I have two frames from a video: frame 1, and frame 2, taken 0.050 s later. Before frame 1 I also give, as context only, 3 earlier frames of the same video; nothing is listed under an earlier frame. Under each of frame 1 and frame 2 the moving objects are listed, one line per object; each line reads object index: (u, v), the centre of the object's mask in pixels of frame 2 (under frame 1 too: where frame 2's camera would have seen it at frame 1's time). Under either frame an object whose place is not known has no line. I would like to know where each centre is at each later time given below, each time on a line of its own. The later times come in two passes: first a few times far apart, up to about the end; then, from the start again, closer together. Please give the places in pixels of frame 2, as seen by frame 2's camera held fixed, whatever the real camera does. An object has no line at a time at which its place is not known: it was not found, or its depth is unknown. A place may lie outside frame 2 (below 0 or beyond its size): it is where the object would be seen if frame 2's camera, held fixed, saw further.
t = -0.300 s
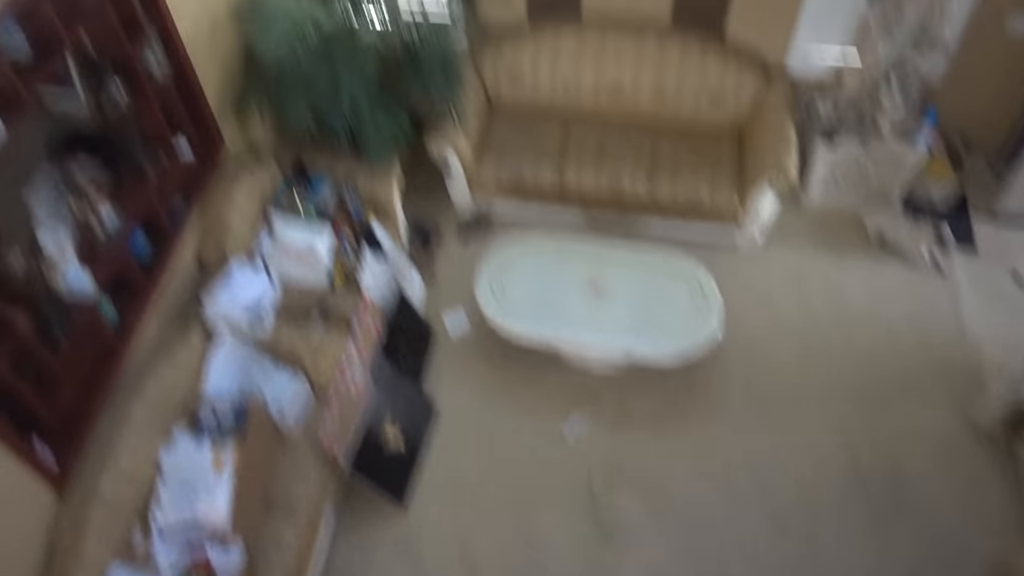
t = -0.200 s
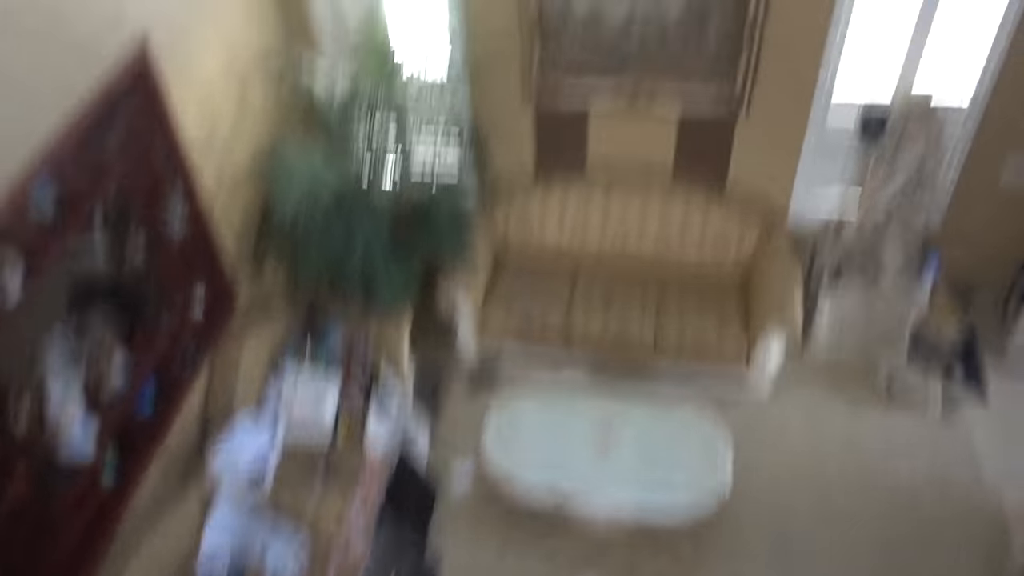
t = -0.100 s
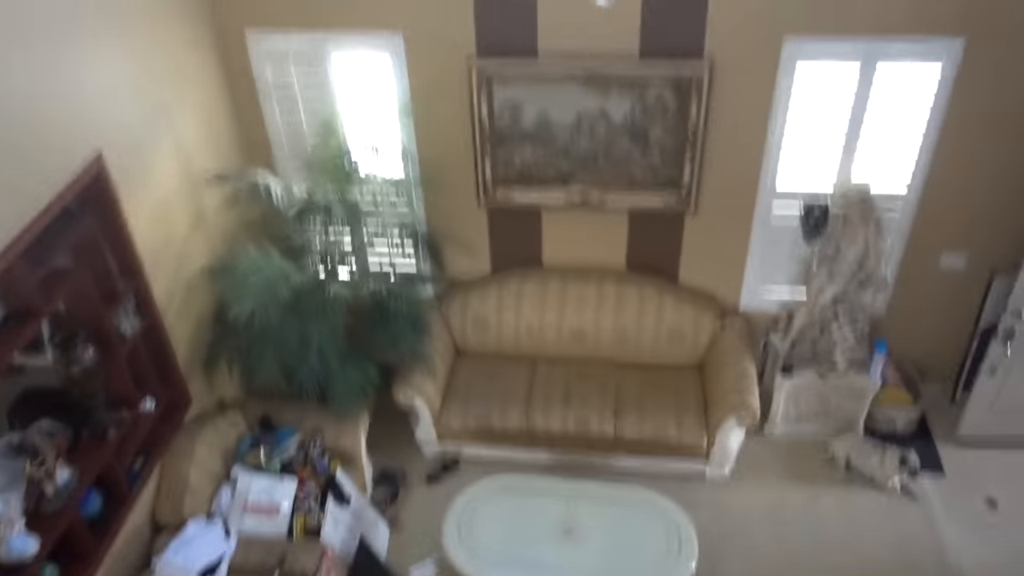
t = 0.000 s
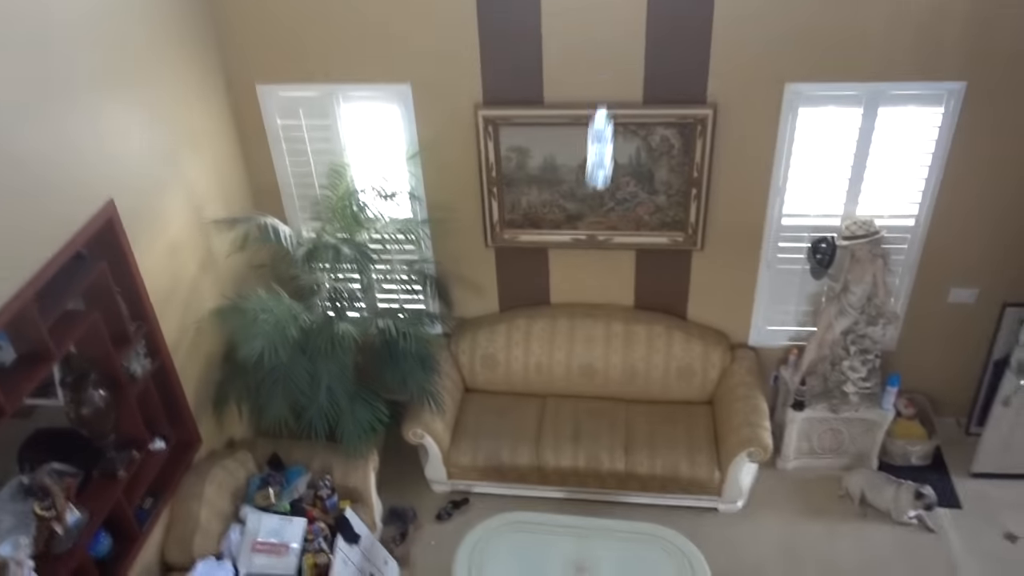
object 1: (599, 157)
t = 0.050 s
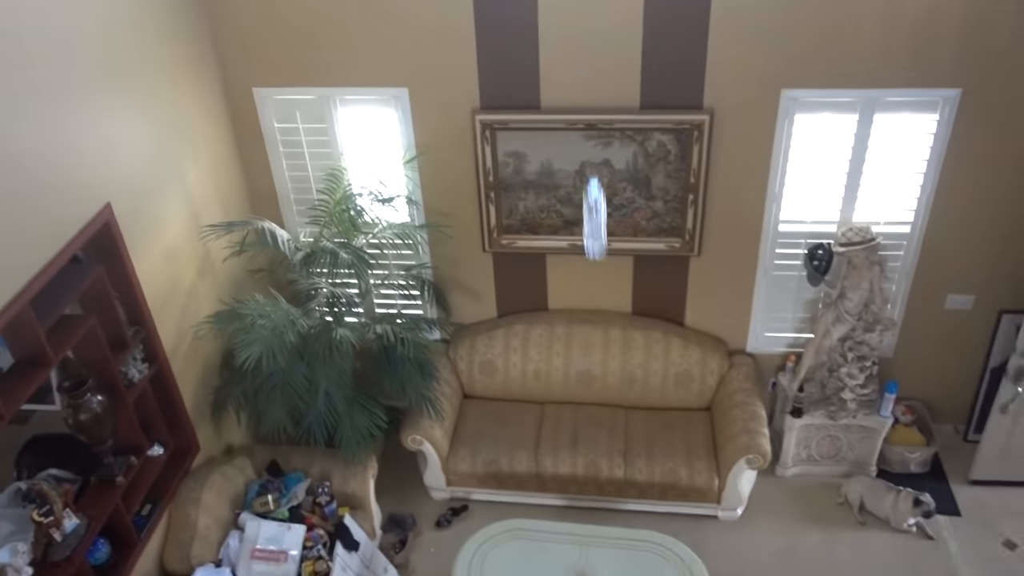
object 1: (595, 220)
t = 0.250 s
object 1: (591, 442)
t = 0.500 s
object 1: (587, 571)
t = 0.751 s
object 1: (579, 575)
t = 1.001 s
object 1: (575, 576)
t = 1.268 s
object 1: (578, 577)
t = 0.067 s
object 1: (594, 242)
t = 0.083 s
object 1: (593, 262)
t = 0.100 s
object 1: (593, 283)
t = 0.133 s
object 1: (593, 320)
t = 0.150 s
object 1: (592, 339)
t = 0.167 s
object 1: (592, 357)
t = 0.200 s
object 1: (592, 393)
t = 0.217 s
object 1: (591, 409)
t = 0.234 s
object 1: (591, 425)
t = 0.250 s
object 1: (591, 442)
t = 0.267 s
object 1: (591, 458)
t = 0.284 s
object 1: (590, 473)
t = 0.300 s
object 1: (591, 489)
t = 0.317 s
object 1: (590, 503)
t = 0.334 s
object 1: (590, 516)
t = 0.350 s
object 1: (589, 532)
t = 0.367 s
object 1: (590, 540)
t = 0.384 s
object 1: (590, 561)
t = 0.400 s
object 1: (589, 575)
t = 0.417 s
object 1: (589, 577)
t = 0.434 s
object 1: (589, 576)
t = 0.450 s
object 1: (588, 574)
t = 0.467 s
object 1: (588, 573)
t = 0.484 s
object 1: (587, 572)
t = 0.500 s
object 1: (587, 571)
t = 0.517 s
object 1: (587, 571)
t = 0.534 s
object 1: (588, 571)
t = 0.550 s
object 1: (587, 569)
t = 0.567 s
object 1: (587, 567)
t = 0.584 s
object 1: (586, 569)
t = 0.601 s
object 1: (585, 568)
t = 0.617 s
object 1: (586, 570)
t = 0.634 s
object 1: (586, 571)
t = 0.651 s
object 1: (586, 572)
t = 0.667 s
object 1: (585, 573)
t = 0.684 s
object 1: (583, 573)
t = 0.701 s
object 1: (583, 575)
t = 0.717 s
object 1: (581, 576)
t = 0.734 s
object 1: (580, 575)
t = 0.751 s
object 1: (579, 575)
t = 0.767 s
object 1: (578, 575)
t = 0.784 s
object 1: (578, 576)
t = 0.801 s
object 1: (578, 576)
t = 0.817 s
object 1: (577, 576)
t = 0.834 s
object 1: (577, 576)
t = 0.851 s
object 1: (577, 577)
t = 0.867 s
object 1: (577, 577)
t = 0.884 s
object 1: (577, 577)
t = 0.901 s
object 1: (576, 577)
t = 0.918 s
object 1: (576, 577)
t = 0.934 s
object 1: (576, 577)
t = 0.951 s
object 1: (576, 577)
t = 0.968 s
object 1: (576, 577)
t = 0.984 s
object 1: (576, 577)
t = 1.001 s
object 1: (575, 576)
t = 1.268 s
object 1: (578, 577)
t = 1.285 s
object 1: (578, 577)
